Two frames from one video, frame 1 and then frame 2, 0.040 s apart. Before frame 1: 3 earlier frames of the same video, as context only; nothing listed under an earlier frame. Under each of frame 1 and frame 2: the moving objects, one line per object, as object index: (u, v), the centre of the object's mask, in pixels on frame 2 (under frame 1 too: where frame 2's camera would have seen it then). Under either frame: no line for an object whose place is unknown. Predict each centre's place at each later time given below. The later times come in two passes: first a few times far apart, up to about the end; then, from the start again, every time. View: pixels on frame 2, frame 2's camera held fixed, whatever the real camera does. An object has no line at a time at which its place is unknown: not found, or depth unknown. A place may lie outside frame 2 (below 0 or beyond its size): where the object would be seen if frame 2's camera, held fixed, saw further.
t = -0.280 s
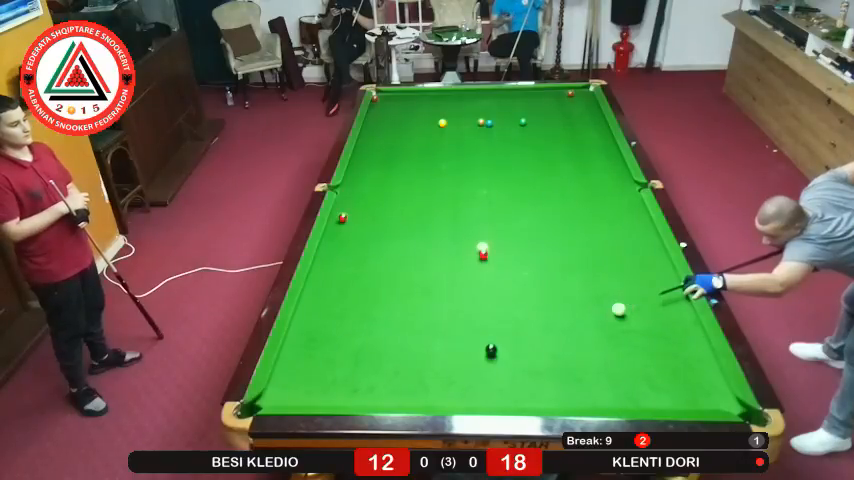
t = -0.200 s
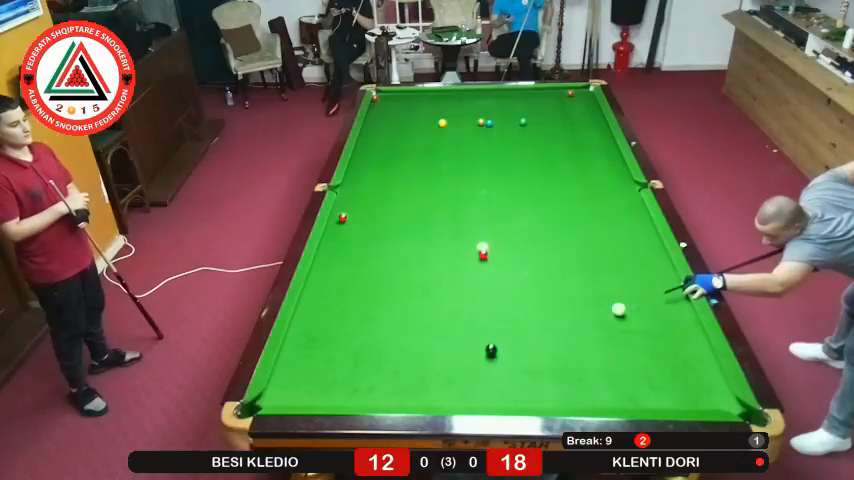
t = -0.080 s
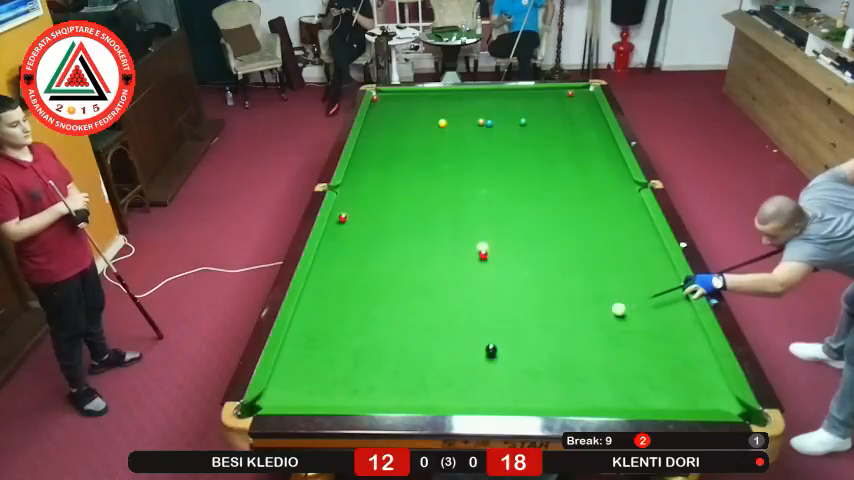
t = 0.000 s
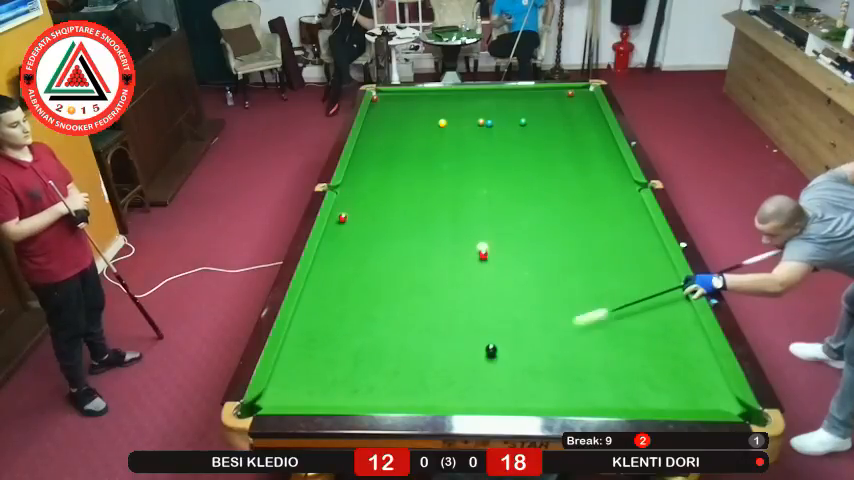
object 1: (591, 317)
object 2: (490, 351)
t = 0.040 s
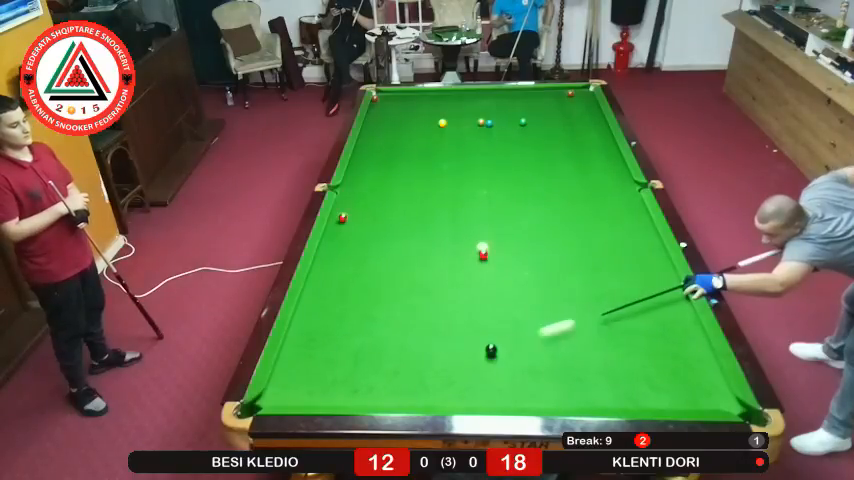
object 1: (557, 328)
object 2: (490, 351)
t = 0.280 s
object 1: (498, 369)
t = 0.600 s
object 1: (454, 385)
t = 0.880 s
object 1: (422, 357)
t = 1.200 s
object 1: (394, 336)
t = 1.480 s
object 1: (376, 327)
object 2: (456, 290)
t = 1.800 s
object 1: (358, 318)
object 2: (490, 262)
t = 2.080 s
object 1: (344, 311)
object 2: (516, 241)
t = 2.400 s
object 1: (330, 304)
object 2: (541, 219)
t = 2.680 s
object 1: (319, 299)
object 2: (560, 203)
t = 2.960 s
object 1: (309, 295)
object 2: (577, 189)
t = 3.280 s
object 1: (310, 292)
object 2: (594, 173)
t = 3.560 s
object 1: (315, 290)
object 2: (608, 162)
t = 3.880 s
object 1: (319, 288)
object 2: (612, 151)
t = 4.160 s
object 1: (321, 287)
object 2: (601, 145)
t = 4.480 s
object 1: (321, 288)
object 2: (589, 138)
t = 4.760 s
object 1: (321, 288)
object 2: (580, 134)
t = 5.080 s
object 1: (321, 287)
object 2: (572, 129)
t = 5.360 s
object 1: (321, 287)
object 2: (565, 125)
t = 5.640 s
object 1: (321, 287)
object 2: (559, 122)
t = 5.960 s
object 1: (321, 287)
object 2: (553, 118)
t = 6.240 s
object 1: (321, 287)
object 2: (549, 116)
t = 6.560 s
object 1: (321, 288)
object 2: (545, 114)
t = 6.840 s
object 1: (321, 288)
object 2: (542, 112)
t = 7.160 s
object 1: (321, 288)
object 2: (539, 111)
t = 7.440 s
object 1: (321, 287)
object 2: (537, 110)
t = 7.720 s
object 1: (321, 288)
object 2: (536, 109)
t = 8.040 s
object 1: (321, 288)
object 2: (535, 108)
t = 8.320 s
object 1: (321, 287)
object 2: (535, 108)
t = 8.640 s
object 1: (321, 287)
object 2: (535, 108)
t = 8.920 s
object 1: (321, 287)
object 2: (535, 108)
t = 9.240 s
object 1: (321, 287)
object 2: (535, 108)
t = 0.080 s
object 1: (523, 339)
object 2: (490, 351)
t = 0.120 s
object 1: (503, 348)
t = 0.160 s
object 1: (503, 353)
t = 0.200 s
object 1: (503, 358)
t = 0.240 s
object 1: (501, 363)
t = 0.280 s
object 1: (498, 369)
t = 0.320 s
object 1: (495, 375)
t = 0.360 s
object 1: (490, 381)
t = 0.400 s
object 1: (484, 387)
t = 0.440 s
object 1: (477, 393)
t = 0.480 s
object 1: (470, 397)
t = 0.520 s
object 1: (464, 394)
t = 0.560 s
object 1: (459, 390)
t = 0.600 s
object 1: (454, 385)
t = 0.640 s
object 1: (449, 381)
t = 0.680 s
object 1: (444, 377)
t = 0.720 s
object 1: (440, 372)
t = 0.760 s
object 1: (435, 368)
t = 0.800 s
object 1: (431, 365)
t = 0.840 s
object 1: (426, 361)
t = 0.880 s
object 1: (422, 357)
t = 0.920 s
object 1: (418, 353)
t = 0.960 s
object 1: (413, 349)
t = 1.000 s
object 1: (409, 346)
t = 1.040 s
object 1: (405, 342)
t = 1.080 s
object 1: (403, 341)
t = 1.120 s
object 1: (400, 339)
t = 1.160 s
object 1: (397, 338)
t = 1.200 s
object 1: (394, 336)
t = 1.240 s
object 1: (392, 335)
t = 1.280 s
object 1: (389, 334)
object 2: (432, 310)
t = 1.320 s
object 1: (386, 332)
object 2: (437, 305)
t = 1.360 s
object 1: (384, 331)
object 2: (442, 301)
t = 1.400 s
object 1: (381, 330)
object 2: (447, 297)
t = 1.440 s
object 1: (379, 328)
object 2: (451, 293)
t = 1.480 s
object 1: (376, 327)
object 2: (456, 290)
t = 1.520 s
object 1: (374, 326)
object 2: (461, 286)
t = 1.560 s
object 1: (372, 325)
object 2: (465, 282)
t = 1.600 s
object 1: (369, 324)
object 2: (469, 278)
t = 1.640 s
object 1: (367, 322)
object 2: (474, 275)
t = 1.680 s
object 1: (365, 321)
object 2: (478, 272)
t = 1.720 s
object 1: (363, 320)
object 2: (482, 267)
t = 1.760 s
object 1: (360, 319)
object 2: (486, 265)
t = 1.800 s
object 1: (358, 318)
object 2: (490, 262)
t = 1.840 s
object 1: (356, 317)
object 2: (494, 258)
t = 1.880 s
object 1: (354, 316)
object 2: (498, 255)
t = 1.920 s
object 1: (352, 315)
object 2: (502, 252)
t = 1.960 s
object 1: (350, 314)
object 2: (505, 249)
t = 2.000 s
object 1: (348, 313)
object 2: (509, 246)
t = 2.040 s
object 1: (346, 312)
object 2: (512, 244)
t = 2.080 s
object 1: (344, 311)
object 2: (516, 241)
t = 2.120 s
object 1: (342, 310)
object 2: (519, 238)
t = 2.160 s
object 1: (340, 309)
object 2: (522, 235)
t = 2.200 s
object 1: (338, 308)
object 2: (525, 232)
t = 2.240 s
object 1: (337, 308)
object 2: (529, 230)
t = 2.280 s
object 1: (335, 307)
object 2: (532, 227)
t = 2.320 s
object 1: (333, 306)
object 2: (535, 225)
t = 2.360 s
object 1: (331, 305)
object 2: (538, 222)
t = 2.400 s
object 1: (330, 304)
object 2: (541, 219)
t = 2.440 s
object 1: (328, 303)
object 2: (544, 217)
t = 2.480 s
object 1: (326, 303)
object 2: (547, 215)
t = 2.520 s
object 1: (325, 302)
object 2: (549, 212)
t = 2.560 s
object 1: (323, 301)
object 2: (552, 210)
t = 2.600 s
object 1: (322, 301)
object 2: (555, 208)
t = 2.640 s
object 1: (320, 300)
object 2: (557, 206)
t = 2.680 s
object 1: (319, 299)
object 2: (560, 203)
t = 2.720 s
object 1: (317, 298)
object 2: (563, 201)
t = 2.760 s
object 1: (316, 298)
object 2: (565, 199)
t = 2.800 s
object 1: (315, 297)
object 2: (568, 197)
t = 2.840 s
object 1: (313, 296)
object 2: (570, 195)
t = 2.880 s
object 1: (312, 296)
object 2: (572, 193)
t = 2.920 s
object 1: (310, 296)
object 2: (575, 191)
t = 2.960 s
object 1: (309, 295)
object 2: (577, 189)
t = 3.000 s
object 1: (308, 294)
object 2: (579, 187)
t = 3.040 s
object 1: (307, 294)
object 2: (582, 185)
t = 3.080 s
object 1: (305, 293)
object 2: (584, 183)
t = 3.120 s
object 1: (306, 293)
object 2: (586, 181)
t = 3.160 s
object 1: (307, 292)
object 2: (588, 179)
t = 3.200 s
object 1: (308, 292)
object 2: (590, 177)
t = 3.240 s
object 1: (309, 292)
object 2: (592, 176)
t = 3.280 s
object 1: (310, 292)
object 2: (594, 173)
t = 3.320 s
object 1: (311, 291)
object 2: (596, 172)
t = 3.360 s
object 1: (312, 291)
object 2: (598, 170)
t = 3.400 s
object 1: (313, 291)
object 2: (600, 168)
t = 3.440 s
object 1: (313, 290)
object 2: (602, 167)
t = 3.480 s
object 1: (314, 290)
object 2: (604, 165)
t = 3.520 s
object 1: (315, 290)
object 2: (606, 164)
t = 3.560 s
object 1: (315, 290)
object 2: (608, 162)
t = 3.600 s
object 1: (316, 289)
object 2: (609, 160)
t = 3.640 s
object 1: (317, 289)
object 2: (611, 158)
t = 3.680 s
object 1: (317, 289)
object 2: (613, 157)
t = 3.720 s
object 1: (318, 289)
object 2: (614, 156)
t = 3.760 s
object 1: (318, 289)
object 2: (616, 154)
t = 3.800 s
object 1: (319, 288)
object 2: (616, 153)
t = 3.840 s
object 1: (319, 288)
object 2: (615, 152)
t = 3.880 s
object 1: (319, 288)
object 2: (612, 151)
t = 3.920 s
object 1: (319, 288)
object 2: (611, 150)
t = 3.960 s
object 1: (320, 288)
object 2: (609, 149)
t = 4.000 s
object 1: (320, 288)
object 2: (608, 148)
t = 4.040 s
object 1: (320, 288)
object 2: (606, 147)
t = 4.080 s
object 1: (321, 288)
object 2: (604, 146)
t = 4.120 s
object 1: (321, 287)
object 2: (603, 146)
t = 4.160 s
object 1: (321, 287)
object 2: (601, 145)
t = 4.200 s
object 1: (321, 287)
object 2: (599, 144)
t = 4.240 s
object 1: (321, 288)
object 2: (598, 143)
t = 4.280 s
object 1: (321, 288)
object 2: (596, 142)
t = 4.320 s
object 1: (321, 288)
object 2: (595, 141)
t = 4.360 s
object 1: (321, 288)
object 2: (593, 141)
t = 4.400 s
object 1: (321, 288)
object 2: (592, 140)
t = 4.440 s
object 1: (321, 288)
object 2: (591, 139)
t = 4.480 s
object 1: (321, 288)
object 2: (589, 138)
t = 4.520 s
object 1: (321, 288)
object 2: (588, 138)
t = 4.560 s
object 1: (321, 288)
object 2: (587, 137)
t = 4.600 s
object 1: (321, 288)
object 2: (585, 136)
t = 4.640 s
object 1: (321, 288)
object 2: (584, 135)
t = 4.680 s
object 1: (321, 288)
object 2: (583, 135)
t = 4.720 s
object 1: (321, 288)
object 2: (582, 134)
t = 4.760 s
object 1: (321, 288)
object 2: (580, 134)
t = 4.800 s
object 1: (321, 288)
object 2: (579, 133)
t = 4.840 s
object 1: (321, 287)
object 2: (578, 132)
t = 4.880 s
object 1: (321, 287)
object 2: (577, 132)
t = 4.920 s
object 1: (321, 287)
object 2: (576, 131)
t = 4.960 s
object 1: (321, 287)
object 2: (575, 131)
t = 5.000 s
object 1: (321, 287)
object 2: (574, 130)
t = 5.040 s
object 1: (321, 287)
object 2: (573, 129)
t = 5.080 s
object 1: (321, 287)
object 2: (572, 129)
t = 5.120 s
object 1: (321, 287)
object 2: (571, 128)
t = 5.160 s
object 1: (321, 287)
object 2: (570, 128)
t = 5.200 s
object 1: (321, 287)
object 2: (569, 127)
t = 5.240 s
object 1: (321, 287)
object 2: (568, 126)
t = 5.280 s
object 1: (321, 287)
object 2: (567, 126)
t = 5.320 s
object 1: (321, 287)
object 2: (566, 125)
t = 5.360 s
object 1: (321, 287)
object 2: (565, 125)
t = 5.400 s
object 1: (321, 287)
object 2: (564, 124)
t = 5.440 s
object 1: (321, 287)
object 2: (563, 124)
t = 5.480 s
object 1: (321, 287)
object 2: (562, 124)
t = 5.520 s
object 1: (321, 287)
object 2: (562, 123)
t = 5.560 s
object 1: (321, 287)
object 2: (561, 123)
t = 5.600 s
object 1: (321, 287)
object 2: (560, 122)
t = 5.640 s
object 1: (321, 287)
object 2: (559, 122)
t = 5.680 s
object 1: (321, 287)
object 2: (558, 121)
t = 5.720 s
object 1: (321, 288)
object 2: (558, 121)
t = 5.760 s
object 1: (321, 288)
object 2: (557, 120)
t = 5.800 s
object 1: (321, 287)
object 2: (556, 120)
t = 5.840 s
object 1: (321, 288)
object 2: (556, 120)
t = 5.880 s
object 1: (321, 287)
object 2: (555, 119)
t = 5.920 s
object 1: (321, 288)
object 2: (554, 119)
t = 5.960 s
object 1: (321, 287)
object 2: (553, 118)
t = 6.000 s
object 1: (321, 288)
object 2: (553, 118)
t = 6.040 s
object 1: (321, 288)
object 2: (552, 118)
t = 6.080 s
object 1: (321, 287)
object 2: (551, 117)
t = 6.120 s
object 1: (321, 287)
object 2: (551, 117)
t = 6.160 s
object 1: (321, 287)
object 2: (550, 117)
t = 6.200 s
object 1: (321, 288)
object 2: (550, 116)
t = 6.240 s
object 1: (321, 287)
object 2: (549, 116)
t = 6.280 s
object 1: (321, 287)
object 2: (549, 116)
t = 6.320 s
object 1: (321, 287)
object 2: (548, 116)
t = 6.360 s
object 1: (321, 288)
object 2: (547, 115)
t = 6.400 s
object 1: (321, 287)
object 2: (547, 115)
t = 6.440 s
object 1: (321, 288)
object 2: (546, 115)
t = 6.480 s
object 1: (321, 287)
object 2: (546, 114)
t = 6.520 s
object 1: (321, 287)
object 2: (546, 114)
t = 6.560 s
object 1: (321, 288)
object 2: (545, 114)
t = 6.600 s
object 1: (321, 288)
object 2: (544, 113)
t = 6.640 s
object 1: (321, 287)
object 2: (544, 113)
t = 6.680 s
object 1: (321, 288)
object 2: (543, 113)
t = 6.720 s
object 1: (321, 287)
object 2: (543, 113)
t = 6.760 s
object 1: (321, 288)
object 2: (542, 112)
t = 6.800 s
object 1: (321, 288)
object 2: (542, 112)
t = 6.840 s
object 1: (321, 288)
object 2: (542, 112)
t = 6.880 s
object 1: (321, 288)
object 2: (541, 112)
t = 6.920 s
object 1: (321, 288)
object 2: (541, 112)
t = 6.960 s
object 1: (321, 288)
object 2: (541, 112)
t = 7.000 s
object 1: (321, 288)
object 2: (540, 111)
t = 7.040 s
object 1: (321, 287)
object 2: (540, 111)
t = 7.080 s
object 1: (321, 288)
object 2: (540, 111)
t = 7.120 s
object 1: (321, 288)
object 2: (539, 111)
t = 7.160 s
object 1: (321, 288)
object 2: (539, 111)
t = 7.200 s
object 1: (321, 288)
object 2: (539, 110)
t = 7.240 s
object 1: (321, 288)
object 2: (539, 110)
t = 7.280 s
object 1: (321, 288)
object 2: (538, 110)
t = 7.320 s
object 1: (321, 288)
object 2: (538, 110)
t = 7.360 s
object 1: (321, 288)
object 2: (538, 110)
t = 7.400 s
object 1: (321, 288)
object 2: (538, 110)
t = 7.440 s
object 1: (321, 287)
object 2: (537, 110)
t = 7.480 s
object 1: (321, 288)
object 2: (537, 110)
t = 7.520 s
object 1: (321, 288)
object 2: (537, 109)
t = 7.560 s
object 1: (321, 288)
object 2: (537, 109)
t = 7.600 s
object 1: (321, 288)
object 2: (537, 109)
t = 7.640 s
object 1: (321, 288)
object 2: (536, 109)
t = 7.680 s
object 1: (321, 288)
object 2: (536, 109)
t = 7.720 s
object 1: (321, 288)
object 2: (536, 109)
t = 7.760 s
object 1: (321, 288)
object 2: (536, 109)
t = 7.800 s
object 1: (321, 288)
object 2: (536, 109)
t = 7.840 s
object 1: (321, 288)
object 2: (536, 108)
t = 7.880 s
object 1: (321, 288)
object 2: (535, 108)
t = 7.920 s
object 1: (321, 288)
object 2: (535, 108)
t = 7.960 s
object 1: (321, 288)
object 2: (535, 108)
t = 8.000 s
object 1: (321, 288)
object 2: (535, 108)
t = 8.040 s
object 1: (321, 288)
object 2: (535, 108)
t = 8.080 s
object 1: (321, 288)
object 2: (535, 108)
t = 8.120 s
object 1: (321, 288)
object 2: (535, 108)
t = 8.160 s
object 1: (321, 287)
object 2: (535, 108)
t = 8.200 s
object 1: (321, 287)
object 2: (535, 108)
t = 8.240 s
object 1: (321, 288)
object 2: (535, 108)
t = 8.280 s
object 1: (321, 287)
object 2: (535, 108)
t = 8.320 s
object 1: (321, 287)
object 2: (535, 108)
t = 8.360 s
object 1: (321, 287)
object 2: (535, 108)
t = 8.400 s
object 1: (321, 288)
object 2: (535, 108)
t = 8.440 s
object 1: (321, 287)
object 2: (535, 108)
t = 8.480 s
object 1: (321, 287)
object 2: (535, 108)
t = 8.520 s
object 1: (321, 287)
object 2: (535, 108)
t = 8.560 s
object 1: (321, 287)
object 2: (535, 108)
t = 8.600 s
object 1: (321, 287)
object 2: (535, 108)
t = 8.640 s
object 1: (321, 287)
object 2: (535, 108)
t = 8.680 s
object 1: (321, 287)
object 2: (535, 108)
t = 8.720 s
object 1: (321, 287)
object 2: (535, 108)
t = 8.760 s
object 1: (321, 287)
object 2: (535, 108)
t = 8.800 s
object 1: (321, 287)
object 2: (535, 108)
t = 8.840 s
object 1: (321, 287)
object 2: (535, 108)
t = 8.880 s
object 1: (321, 287)
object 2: (535, 108)
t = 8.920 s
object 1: (321, 287)
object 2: (535, 108)
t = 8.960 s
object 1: (321, 287)
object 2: (535, 108)
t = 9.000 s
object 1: (321, 287)
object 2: (535, 108)
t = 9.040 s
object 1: (321, 287)
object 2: (535, 108)
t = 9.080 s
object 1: (321, 287)
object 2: (535, 108)
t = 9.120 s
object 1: (321, 287)
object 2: (535, 108)
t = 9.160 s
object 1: (321, 287)
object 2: (535, 108)
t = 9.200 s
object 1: (321, 287)
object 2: (535, 108)
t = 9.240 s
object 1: (321, 287)
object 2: (535, 108)
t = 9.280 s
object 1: (321, 288)
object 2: (535, 108)
